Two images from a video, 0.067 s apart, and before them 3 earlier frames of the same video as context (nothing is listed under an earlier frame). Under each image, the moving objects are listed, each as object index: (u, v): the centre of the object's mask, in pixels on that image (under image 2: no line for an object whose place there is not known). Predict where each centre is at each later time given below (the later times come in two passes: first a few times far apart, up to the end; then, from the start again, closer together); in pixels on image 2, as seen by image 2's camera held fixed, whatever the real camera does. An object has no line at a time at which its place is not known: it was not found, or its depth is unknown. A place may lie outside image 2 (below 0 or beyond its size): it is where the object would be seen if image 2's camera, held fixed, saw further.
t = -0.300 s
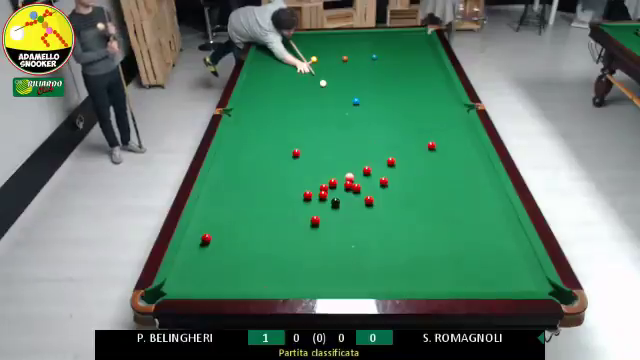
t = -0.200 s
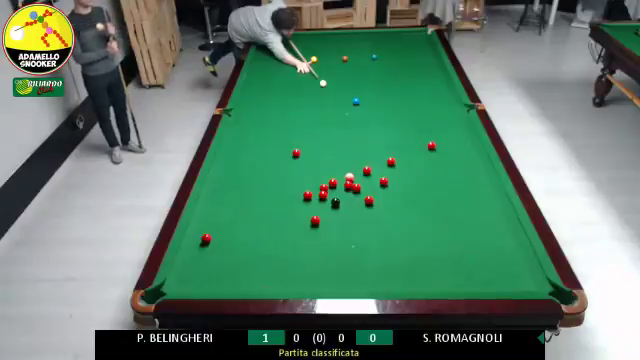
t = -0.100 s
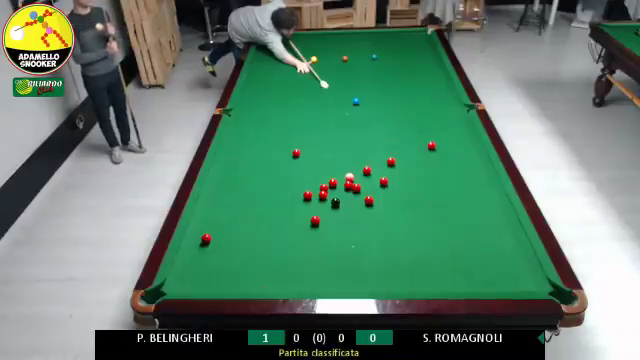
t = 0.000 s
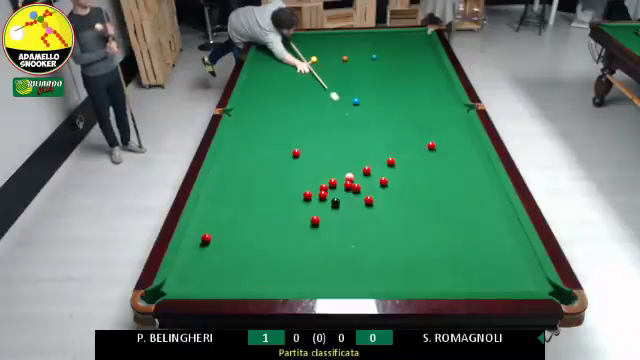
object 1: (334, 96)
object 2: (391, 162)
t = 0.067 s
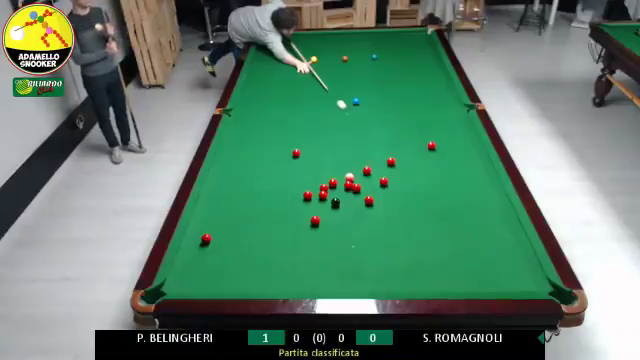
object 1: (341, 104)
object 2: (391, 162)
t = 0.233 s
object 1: (357, 123)
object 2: (391, 162)
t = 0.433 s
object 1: (377, 146)
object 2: (391, 162)
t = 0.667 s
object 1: (388, 160)
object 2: (408, 180)
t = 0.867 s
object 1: (393, 166)
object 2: (427, 200)
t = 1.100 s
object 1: (398, 174)
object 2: (451, 226)
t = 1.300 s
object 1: (402, 180)
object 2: (474, 250)
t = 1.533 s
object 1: (407, 187)
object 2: (503, 282)
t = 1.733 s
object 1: (411, 193)
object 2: (511, 271)
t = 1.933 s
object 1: (416, 199)
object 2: (514, 251)
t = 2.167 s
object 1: (420, 204)
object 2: (517, 237)
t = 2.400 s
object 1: (424, 210)
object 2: (513, 222)
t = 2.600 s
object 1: (427, 214)
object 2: (504, 213)
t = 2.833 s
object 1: (431, 218)
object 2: (495, 202)
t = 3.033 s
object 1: (433, 221)
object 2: (488, 194)
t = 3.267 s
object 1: (436, 224)
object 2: (480, 186)
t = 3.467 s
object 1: (438, 226)
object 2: (475, 180)
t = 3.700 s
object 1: (439, 228)
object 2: (469, 174)
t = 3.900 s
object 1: (440, 229)
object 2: (465, 169)
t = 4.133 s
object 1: (440, 229)
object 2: (461, 164)
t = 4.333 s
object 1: (440, 229)
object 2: (457, 160)
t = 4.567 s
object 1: (441, 230)
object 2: (454, 157)
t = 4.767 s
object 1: (441, 230)
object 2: (452, 154)
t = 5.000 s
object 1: (441, 230)
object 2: (449, 151)
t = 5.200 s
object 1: (440, 230)
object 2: (448, 150)
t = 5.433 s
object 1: (441, 230)
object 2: (446, 148)
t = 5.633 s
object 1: (441, 230)
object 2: (445, 147)
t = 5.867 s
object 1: (441, 230)
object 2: (444, 146)
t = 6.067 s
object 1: (440, 230)
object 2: (444, 146)
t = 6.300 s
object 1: (440, 230)
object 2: (444, 146)
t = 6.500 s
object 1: (440, 229)
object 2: (444, 146)
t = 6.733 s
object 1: (441, 229)
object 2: (444, 146)
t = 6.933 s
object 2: (444, 146)
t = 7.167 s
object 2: (444, 146)
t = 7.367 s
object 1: (441, 230)
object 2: (444, 146)
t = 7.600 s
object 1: (441, 230)
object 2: (444, 146)
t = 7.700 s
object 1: (441, 230)
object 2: (444, 146)
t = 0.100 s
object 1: (344, 108)
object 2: (391, 162)
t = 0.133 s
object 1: (348, 113)
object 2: (391, 162)
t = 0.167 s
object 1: (351, 116)
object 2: (391, 162)
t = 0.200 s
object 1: (354, 120)
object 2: (391, 162)
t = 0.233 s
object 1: (357, 123)
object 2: (391, 162)
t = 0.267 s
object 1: (360, 127)
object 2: (391, 162)
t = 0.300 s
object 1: (364, 131)
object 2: (391, 162)
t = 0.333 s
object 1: (367, 135)
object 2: (391, 162)
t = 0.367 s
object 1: (370, 139)
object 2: (391, 162)
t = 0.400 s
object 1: (374, 142)
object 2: (391, 162)
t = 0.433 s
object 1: (377, 146)
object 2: (391, 162)
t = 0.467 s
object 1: (381, 150)
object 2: (391, 161)
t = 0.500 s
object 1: (385, 154)
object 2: (391, 162)
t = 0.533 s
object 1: (386, 156)
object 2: (393, 164)
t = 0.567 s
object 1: (387, 157)
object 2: (397, 168)
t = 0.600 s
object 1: (387, 158)
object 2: (401, 172)
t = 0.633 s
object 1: (387, 159)
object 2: (405, 176)
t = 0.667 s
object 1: (388, 160)
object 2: (408, 180)
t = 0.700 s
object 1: (389, 161)
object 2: (412, 183)
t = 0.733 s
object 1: (390, 162)
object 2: (415, 186)
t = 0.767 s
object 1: (390, 163)
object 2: (418, 190)
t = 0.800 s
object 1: (391, 164)
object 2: (421, 193)
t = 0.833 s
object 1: (392, 165)
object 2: (424, 197)
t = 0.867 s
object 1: (393, 166)
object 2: (427, 200)
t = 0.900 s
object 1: (393, 167)
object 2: (430, 203)
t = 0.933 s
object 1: (394, 168)
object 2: (434, 207)
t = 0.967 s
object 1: (395, 169)
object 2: (437, 210)
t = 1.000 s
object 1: (395, 171)
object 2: (440, 214)
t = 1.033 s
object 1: (396, 172)
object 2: (444, 218)
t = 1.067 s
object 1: (397, 173)
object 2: (448, 222)
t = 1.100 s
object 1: (398, 174)
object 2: (451, 226)
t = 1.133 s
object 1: (399, 175)
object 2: (455, 230)
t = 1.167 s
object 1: (399, 176)
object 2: (458, 234)
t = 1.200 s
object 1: (400, 177)
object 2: (462, 238)
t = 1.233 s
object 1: (401, 178)
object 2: (466, 242)
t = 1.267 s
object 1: (401, 179)
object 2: (470, 246)
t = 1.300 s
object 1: (402, 180)
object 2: (474, 250)
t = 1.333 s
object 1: (403, 181)
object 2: (478, 254)
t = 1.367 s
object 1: (404, 182)
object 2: (482, 259)
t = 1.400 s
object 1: (404, 183)
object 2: (486, 264)
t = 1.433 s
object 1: (405, 184)
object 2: (490, 268)
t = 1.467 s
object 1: (406, 185)
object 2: (495, 273)
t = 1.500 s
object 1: (407, 186)
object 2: (499, 278)
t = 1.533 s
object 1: (407, 187)
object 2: (503, 282)
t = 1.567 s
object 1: (408, 188)
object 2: (507, 285)
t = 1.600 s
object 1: (409, 189)
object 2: (509, 284)
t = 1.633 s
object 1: (410, 190)
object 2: (509, 281)
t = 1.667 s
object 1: (410, 191)
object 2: (510, 277)
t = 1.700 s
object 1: (411, 192)
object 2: (510, 274)
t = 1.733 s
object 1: (411, 193)
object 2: (511, 271)
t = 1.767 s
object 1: (412, 194)
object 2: (511, 268)
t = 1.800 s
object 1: (413, 195)
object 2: (512, 265)
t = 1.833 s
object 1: (414, 196)
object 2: (512, 262)
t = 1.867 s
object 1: (414, 197)
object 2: (513, 260)
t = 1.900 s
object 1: (415, 198)
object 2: (513, 257)
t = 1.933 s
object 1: (416, 199)
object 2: (514, 251)
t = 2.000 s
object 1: (417, 200)
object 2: (515, 249)
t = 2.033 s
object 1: (418, 201)
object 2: (515, 246)
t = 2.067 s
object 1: (418, 202)
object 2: (516, 243)
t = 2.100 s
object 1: (419, 203)
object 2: (516, 241)
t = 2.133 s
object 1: (419, 204)
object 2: (516, 239)
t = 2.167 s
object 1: (420, 204)
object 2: (517, 237)
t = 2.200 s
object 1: (421, 205)
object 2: (517, 234)
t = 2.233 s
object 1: (421, 206)
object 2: (518, 231)
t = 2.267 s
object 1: (422, 207)
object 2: (518, 229)
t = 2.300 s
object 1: (422, 207)
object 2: (518, 227)
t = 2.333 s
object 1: (423, 208)
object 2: (516, 225)
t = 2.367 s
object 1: (424, 209)
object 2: (515, 224)
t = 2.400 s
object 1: (424, 210)
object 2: (513, 222)
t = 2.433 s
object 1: (425, 210)
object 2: (511, 221)
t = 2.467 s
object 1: (425, 211)
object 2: (510, 219)
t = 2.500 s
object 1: (426, 212)
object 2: (508, 218)
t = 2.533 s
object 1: (426, 213)
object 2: (507, 216)
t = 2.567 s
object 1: (427, 213)
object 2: (505, 214)
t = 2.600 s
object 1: (427, 214)
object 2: (504, 213)
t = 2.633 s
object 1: (428, 215)
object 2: (502, 211)
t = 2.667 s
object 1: (428, 215)
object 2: (501, 209)
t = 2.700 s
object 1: (429, 216)
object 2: (499, 208)
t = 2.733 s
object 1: (429, 216)
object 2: (498, 206)
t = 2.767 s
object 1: (430, 217)
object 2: (497, 205)
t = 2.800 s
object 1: (430, 218)
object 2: (495, 204)
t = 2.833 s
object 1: (431, 218)
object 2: (495, 202)
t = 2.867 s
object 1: (431, 219)
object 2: (493, 201)
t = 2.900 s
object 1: (432, 219)
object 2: (492, 200)
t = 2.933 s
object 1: (432, 220)
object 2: (490, 198)
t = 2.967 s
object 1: (432, 220)
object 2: (490, 197)
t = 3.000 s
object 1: (433, 221)
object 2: (489, 196)
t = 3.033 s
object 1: (433, 221)
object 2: (488, 194)
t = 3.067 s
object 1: (433, 222)
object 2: (487, 193)
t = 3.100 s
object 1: (434, 222)
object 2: (485, 192)
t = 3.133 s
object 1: (434, 222)
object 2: (485, 190)
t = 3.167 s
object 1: (435, 223)
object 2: (483, 190)
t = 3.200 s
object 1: (435, 223)
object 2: (482, 188)
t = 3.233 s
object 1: (435, 224)
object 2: (481, 187)
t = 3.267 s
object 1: (436, 224)
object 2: (480, 186)
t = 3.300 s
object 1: (436, 224)
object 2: (479, 185)
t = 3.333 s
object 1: (436, 225)
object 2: (478, 184)
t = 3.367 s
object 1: (437, 225)
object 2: (477, 183)
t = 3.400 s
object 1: (437, 225)
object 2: (476, 182)
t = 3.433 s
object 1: (437, 226)
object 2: (476, 181)
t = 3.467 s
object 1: (438, 226)
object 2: (475, 180)
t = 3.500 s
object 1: (438, 226)
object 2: (474, 179)
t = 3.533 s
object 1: (438, 227)
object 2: (473, 178)
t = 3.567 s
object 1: (438, 227)
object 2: (473, 177)
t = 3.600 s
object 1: (439, 227)
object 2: (471, 176)
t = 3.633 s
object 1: (439, 227)
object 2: (471, 176)
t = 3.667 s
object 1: (439, 228)
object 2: (470, 174)
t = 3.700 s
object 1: (439, 228)
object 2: (469, 174)
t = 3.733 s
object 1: (439, 228)
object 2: (469, 173)
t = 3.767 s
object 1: (439, 228)
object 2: (468, 172)
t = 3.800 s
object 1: (439, 229)
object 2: (467, 171)
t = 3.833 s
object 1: (440, 229)
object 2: (466, 170)
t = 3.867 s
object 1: (440, 229)
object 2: (466, 170)
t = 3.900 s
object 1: (440, 229)
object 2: (465, 169)
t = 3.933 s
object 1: (440, 229)
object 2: (465, 168)
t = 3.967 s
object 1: (440, 229)
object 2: (464, 167)
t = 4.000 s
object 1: (440, 230)
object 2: (463, 167)
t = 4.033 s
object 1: (440, 229)
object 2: (463, 166)
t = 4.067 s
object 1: (440, 229)
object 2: (462, 165)
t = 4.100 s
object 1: (440, 229)
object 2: (462, 165)
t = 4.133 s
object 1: (440, 229)
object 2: (461, 164)
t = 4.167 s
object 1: (440, 229)
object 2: (460, 163)
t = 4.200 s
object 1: (440, 229)
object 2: (460, 163)
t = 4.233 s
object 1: (440, 229)
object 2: (459, 162)
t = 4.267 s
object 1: (440, 229)
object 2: (459, 161)
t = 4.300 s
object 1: (440, 229)
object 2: (458, 161)
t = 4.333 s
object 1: (440, 229)
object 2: (457, 160)
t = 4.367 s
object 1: (440, 229)
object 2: (457, 160)
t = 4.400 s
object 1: (440, 229)
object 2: (456, 159)
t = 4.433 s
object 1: (440, 229)
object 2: (456, 159)
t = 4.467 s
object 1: (440, 229)
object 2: (456, 158)
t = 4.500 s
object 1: (440, 229)
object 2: (455, 157)
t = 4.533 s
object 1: (441, 230)
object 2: (454, 157)
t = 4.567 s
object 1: (441, 230)
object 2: (454, 157)
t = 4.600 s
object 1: (441, 230)
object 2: (454, 156)
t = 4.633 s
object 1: (441, 230)
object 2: (454, 156)
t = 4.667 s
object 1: (441, 230)
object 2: (453, 155)
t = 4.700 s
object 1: (441, 230)
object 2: (453, 155)
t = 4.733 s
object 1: (441, 230)
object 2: (452, 154)
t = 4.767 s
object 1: (441, 230)
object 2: (452, 154)
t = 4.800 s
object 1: (441, 230)
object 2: (451, 153)
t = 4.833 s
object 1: (441, 230)
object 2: (451, 153)
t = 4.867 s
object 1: (441, 230)
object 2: (451, 153)
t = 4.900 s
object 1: (441, 230)
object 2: (450, 152)
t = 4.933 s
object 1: (441, 230)
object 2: (450, 152)
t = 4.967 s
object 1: (441, 230)
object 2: (450, 152)
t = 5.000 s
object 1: (441, 230)
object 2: (449, 151)
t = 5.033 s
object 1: (441, 230)
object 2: (449, 151)
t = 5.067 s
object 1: (441, 230)
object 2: (449, 151)
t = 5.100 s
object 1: (441, 230)
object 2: (449, 150)
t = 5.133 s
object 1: (441, 230)
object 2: (448, 150)
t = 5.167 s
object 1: (441, 230)
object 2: (448, 150)
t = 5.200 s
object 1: (440, 230)
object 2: (448, 150)
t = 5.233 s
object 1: (440, 230)
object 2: (447, 150)
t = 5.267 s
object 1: (441, 230)
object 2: (447, 149)
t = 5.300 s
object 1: (440, 230)
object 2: (447, 149)
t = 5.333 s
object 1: (441, 230)
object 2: (447, 149)
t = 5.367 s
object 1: (441, 230)
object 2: (446, 148)
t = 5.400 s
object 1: (441, 230)
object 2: (446, 148)
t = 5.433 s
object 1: (441, 230)
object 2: (446, 148)
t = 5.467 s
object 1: (441, 230)
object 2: (446, 148)
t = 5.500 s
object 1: (441, 230)
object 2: (446, 148)
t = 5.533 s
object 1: (441, 230)
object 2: (445, 148)
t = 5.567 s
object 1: (441, 230)
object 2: (445, 148)
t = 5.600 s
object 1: (441, 230)
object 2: (445, 147)
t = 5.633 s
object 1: (441, 230)
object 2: (445, 147)
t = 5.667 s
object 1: (441, 230)
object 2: (445, 147)
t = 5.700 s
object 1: (441, 230)
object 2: (445, 147)
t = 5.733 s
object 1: (441, 230)
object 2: (445, 147)
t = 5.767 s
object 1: (441, 230)
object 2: (444, 147)
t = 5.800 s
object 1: (441, 230)
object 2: (444, 147)
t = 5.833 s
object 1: (441, 230)
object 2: (444, 146)
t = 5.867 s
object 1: (441, 230)
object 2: (444, 146)
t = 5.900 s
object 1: (441, 230)
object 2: (444, 146)
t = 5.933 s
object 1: (441, 230)
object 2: (444, 146)
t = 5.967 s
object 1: (441, 230)
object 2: (444, 146)
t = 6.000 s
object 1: (440, 230)
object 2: (444, 146)
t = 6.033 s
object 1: (440, 230)
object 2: (444, 146)
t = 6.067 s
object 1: (440, 230)
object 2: (444, 146)
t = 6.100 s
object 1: (440, 230)
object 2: (444, 146)
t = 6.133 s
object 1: (440, 230)
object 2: (444, 146)
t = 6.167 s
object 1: (440, 230)
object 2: (444, 146)
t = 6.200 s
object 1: (440, 230)
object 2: (444, 146)
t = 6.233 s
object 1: (440, 230)
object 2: (444, 146)
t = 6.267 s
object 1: (440, 229)
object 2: (444, 146)
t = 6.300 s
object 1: (440, 230)
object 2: (444, 146)
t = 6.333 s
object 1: (440, 230)
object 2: (444, 146)
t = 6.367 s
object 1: (440, 230)
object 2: (444, 146)
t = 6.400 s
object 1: (440, 229)
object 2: (444, 146)
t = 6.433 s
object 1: (440, 230)
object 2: (444, 146)
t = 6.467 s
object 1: (440, 229)
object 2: (444, 146)
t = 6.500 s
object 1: (440, 229)
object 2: (444, 146)
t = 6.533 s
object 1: (440, 230)
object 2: (444, 146)
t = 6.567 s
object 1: (440, 230)
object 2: (444, 146)
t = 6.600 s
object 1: (440, 230)
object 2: (444, 146)
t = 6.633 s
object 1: (440, 230)
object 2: (444, 146)
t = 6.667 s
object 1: (440, 230)
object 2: (444, 146)
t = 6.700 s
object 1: (440, 230)
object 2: (444, 146)
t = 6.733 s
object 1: (441, 229)
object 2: (444, 146)
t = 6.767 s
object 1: (441, 229)
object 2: (444, 146)
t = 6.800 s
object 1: (443, 228)
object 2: (444, 146)
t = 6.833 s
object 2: (444, 146)
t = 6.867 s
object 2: (444, 146)
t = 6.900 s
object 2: (444, 146)
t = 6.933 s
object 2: (444, 146)
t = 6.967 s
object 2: (444, 146)
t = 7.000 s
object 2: (444, 146)
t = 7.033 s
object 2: (444, 146)
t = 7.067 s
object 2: (444, 146)
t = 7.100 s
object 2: (444, 146)
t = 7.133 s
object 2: (444, 146)
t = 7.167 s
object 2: (444, 146)
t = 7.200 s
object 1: (439, 229)
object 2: (444, 146)
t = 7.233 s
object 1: (440, 229)
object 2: (444, 146)
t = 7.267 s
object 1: (441, 230)
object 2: (444, 146)
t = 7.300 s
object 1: (441, 230)
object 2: (444, 146)
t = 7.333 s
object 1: (441, 230)
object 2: (444, 146)
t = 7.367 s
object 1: (441, 230)
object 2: (444, 146)
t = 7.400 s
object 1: (441, 230)
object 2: (444, 146)
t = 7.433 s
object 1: (441, 230)
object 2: (444, 146)
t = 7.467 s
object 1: (441, 230)
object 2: (444, 146)
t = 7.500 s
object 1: (441, 230)
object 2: (444, 146)
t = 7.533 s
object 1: (441, 230)
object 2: (444, 146)
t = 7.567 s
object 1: (441, 230)
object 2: (444, 146)
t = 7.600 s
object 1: (441, 230)
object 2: (444, 146)
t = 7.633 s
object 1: (441, 230)
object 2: (444, 146)
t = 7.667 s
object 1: (441, 230)
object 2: (444, 146)
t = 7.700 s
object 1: (441, 230)
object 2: (444, 146)
